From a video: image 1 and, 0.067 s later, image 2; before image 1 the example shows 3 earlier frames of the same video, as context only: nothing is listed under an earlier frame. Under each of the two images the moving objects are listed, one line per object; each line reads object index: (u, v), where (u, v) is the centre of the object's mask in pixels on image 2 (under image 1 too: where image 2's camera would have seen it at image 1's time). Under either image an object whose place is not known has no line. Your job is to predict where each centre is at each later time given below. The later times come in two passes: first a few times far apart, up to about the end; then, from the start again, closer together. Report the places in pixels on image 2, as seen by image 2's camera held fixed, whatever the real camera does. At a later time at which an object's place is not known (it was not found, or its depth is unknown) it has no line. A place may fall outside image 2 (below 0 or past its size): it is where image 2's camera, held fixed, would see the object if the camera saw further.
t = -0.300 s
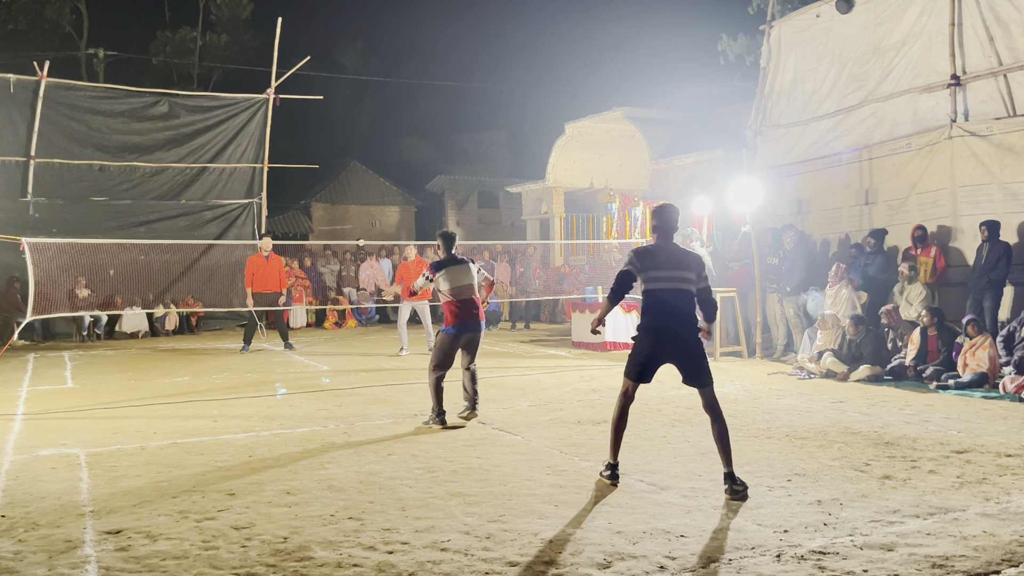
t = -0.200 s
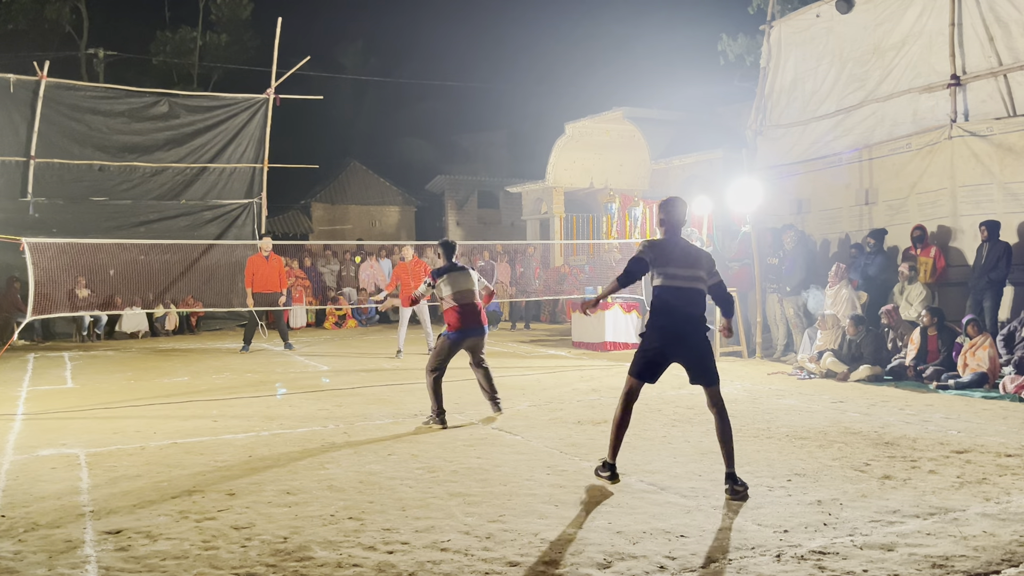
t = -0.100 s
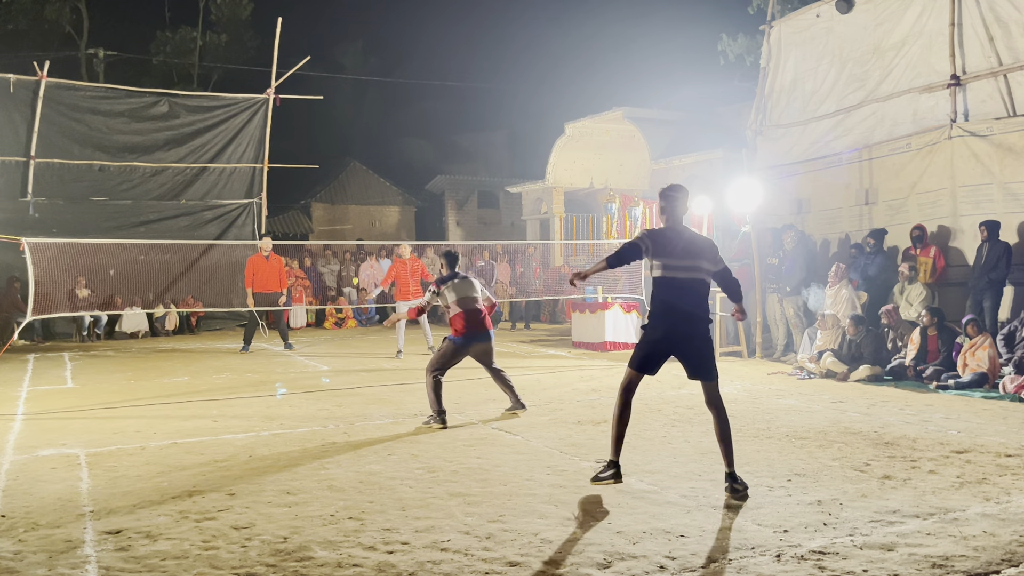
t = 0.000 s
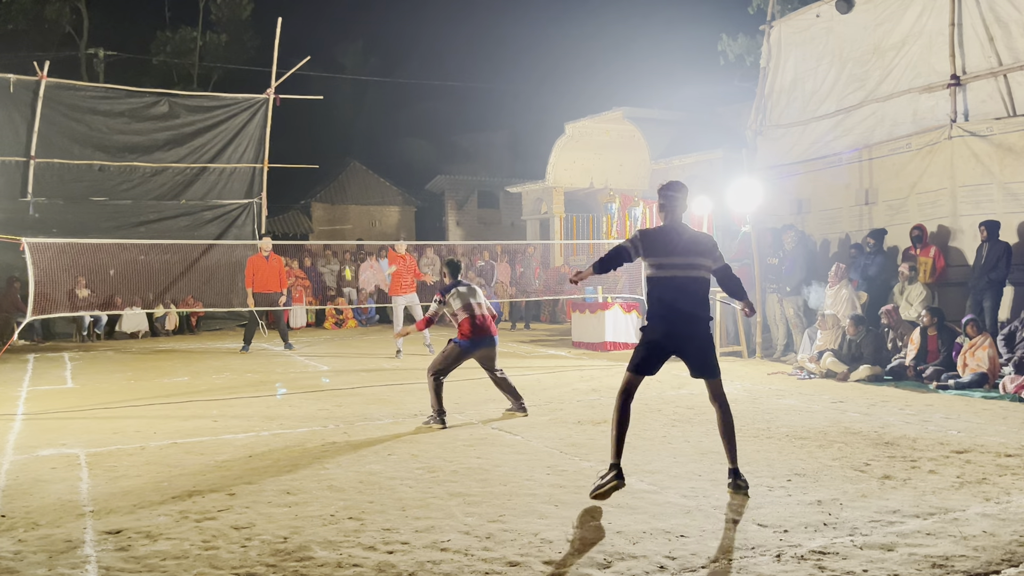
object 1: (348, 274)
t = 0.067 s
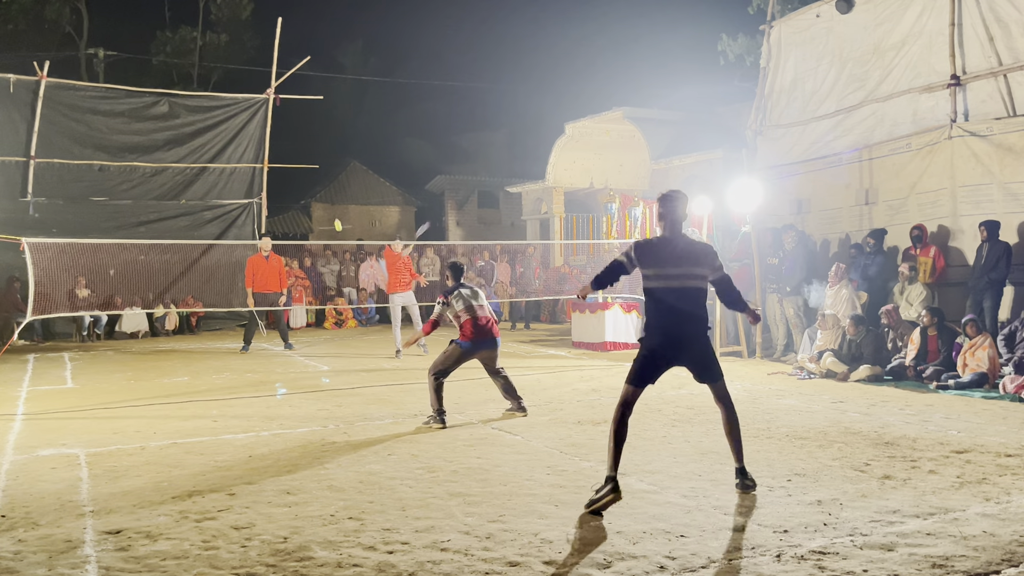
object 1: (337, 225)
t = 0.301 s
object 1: (306, 110)
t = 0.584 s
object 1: (268, 65)
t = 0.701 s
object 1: (252, 85)
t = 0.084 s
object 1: (335, 214)
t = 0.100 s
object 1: (333, 203)
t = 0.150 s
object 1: (326, 176)
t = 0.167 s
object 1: (324, 167)
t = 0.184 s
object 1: (321, 159)
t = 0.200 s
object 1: (319, 151)
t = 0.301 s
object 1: (306, 110)
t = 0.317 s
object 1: (304, 104)
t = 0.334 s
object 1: (302, 99)
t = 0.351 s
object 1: (300, 94)
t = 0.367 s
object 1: (297, 90)
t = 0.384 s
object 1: (295, 86)
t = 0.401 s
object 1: (293, 82)
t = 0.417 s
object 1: (291, 78)
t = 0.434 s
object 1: (289, 75)
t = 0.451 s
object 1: (286, 72)
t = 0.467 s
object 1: (284, 70)
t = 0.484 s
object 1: (282, 68)
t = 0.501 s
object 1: (280, 66)
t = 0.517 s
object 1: (278, 65)
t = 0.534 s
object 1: (275, 64)
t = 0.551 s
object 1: (273, 64)
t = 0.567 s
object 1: (271, 65)
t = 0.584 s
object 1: (268, 65)
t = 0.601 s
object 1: (266, 67)
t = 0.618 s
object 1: (264, 68)
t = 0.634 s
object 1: (262, 71)
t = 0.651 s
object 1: (260, 73)
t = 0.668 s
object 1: (257, 77)
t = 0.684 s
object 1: (255, 80)
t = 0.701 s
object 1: (252, 85)
